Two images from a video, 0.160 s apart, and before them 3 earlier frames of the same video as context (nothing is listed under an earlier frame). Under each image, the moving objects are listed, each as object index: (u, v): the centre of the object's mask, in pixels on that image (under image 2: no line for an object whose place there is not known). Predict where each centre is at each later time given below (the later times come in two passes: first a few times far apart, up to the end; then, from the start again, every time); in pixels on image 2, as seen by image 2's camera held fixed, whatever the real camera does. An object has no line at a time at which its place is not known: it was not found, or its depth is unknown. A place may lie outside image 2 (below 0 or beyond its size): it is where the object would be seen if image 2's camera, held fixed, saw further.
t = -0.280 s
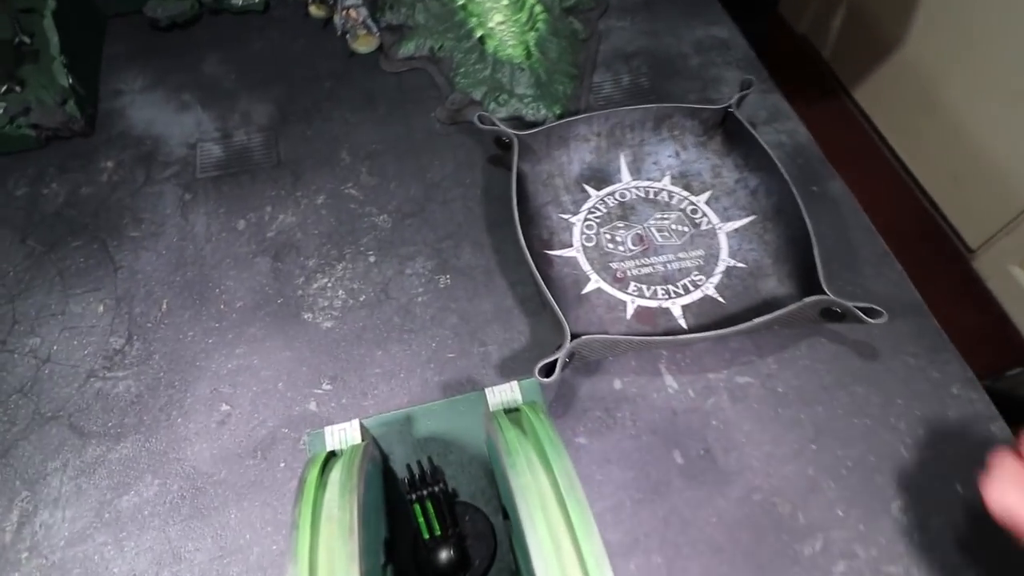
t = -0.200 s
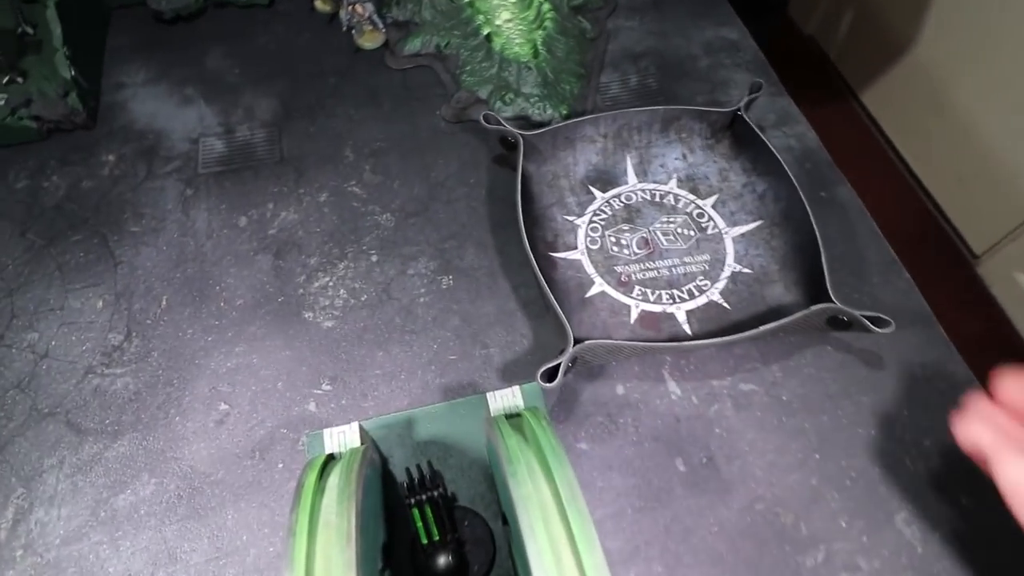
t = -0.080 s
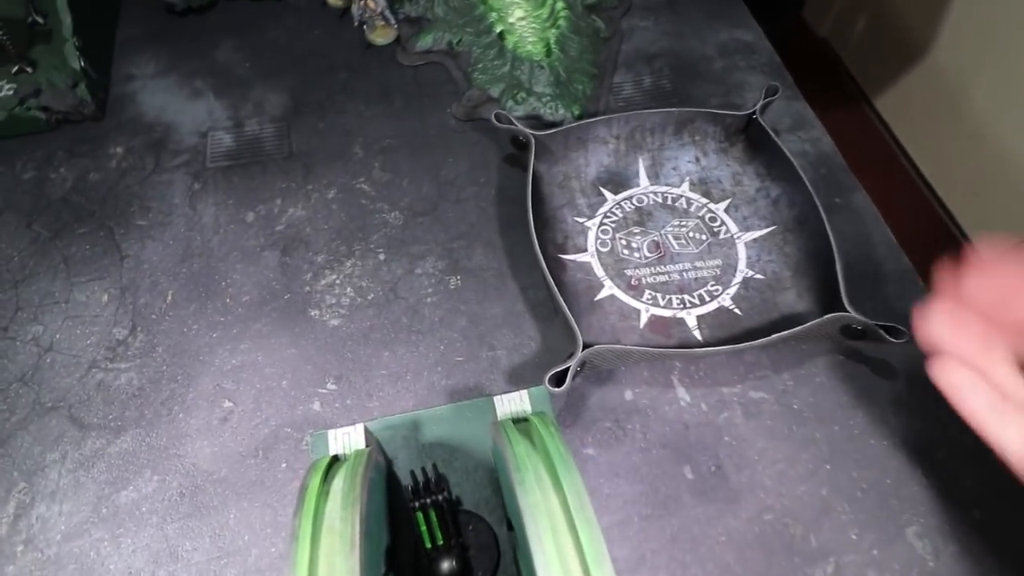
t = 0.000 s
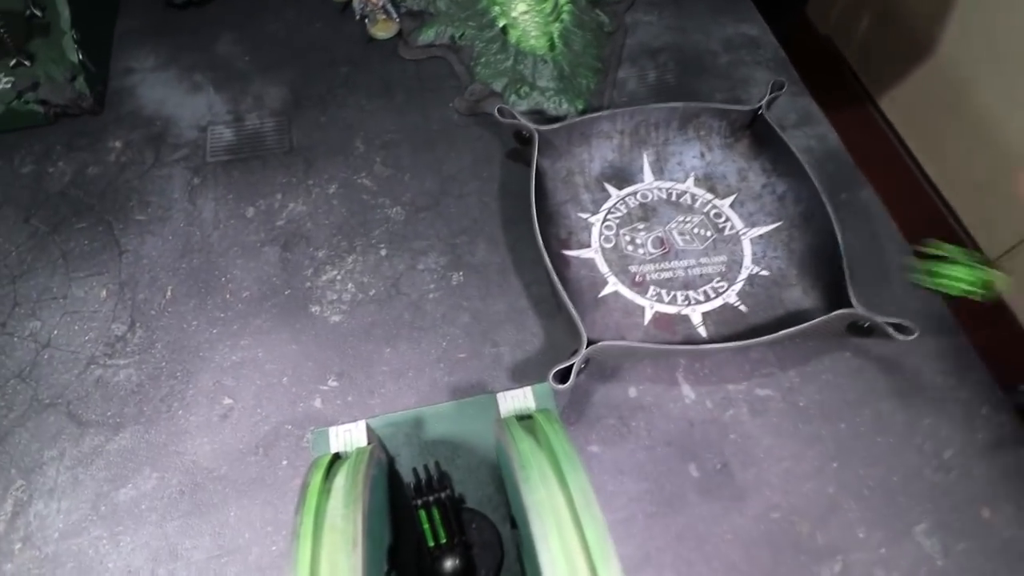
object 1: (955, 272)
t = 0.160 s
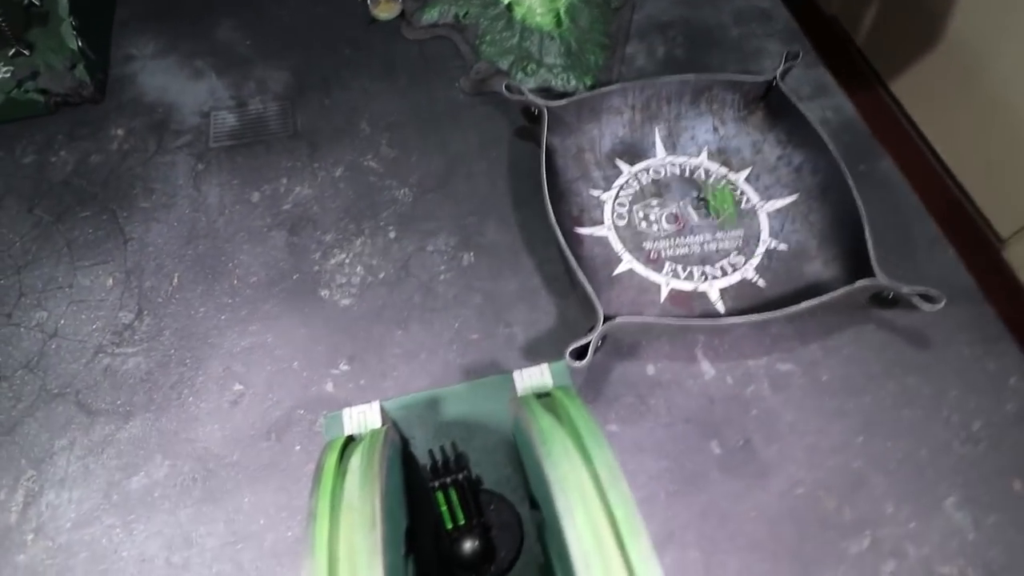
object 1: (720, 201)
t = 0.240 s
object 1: (677, 141)
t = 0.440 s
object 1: (655, 157)
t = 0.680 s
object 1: (654, 160)
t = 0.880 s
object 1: (654, 159)
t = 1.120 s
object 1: (655, 159)
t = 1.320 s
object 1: (655, 159)
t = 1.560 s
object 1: (654, 159)
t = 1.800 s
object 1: (654, 159)
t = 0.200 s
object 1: (692, 178)
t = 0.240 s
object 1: (677, 141)
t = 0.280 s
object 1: (659, 127)
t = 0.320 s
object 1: (656, 131)
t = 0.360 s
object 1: (657, 140)
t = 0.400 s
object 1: (656, 150)
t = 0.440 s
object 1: (655, 157)
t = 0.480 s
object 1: (655, 159)
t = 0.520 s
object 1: (654, 160)
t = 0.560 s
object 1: (654, 160)
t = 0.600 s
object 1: (654, 160)
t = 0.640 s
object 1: (654, 159)
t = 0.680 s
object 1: (654, 160)
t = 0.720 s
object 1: (655, 160)
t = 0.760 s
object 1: (655, 160)
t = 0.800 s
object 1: (655, 159)
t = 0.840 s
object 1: (655, 159)
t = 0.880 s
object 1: (654, 159)
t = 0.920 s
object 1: (655, 160)
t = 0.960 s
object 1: (654, 160)
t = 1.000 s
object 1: (655, 159)
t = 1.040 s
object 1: (655, 159)
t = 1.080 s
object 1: (655, 159)
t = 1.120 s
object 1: (655, 159)
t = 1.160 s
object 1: (655, 159)
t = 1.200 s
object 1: (655, 159)
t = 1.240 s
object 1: (655, 159)
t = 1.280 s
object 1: (655, 159)
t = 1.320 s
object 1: (655, 159)
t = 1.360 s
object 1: (655, 160)
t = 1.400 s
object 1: (654, 159)
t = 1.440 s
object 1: (654, 159)
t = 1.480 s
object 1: (654, 160)
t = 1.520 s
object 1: (654, 159)
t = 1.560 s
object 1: (654, 159)
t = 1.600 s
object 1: (655, 159)
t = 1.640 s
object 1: (654, 159)
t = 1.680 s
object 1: (654, 158)
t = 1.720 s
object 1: (654, 159)
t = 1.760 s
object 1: (655, 159)
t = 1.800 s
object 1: (654, 159)
